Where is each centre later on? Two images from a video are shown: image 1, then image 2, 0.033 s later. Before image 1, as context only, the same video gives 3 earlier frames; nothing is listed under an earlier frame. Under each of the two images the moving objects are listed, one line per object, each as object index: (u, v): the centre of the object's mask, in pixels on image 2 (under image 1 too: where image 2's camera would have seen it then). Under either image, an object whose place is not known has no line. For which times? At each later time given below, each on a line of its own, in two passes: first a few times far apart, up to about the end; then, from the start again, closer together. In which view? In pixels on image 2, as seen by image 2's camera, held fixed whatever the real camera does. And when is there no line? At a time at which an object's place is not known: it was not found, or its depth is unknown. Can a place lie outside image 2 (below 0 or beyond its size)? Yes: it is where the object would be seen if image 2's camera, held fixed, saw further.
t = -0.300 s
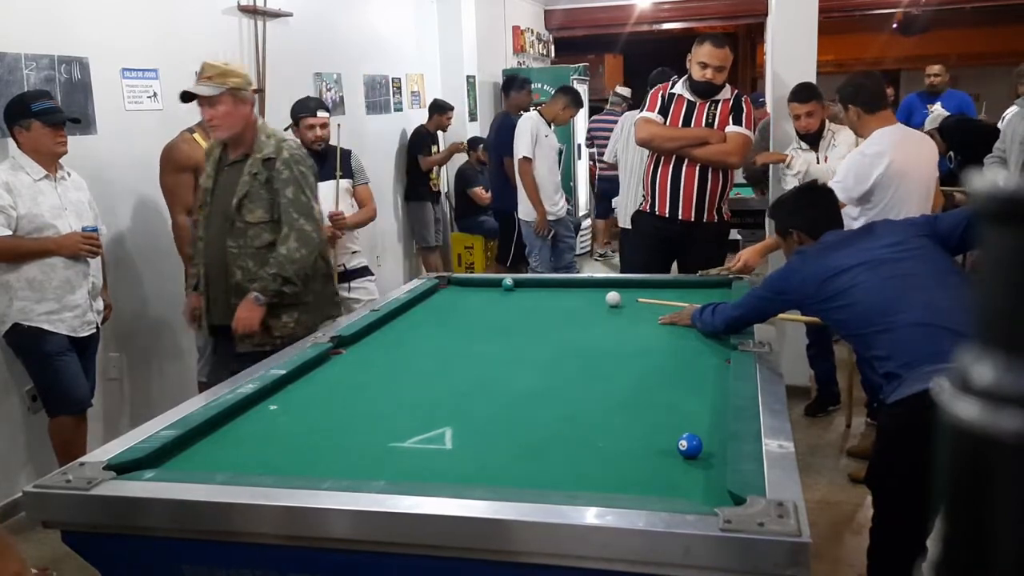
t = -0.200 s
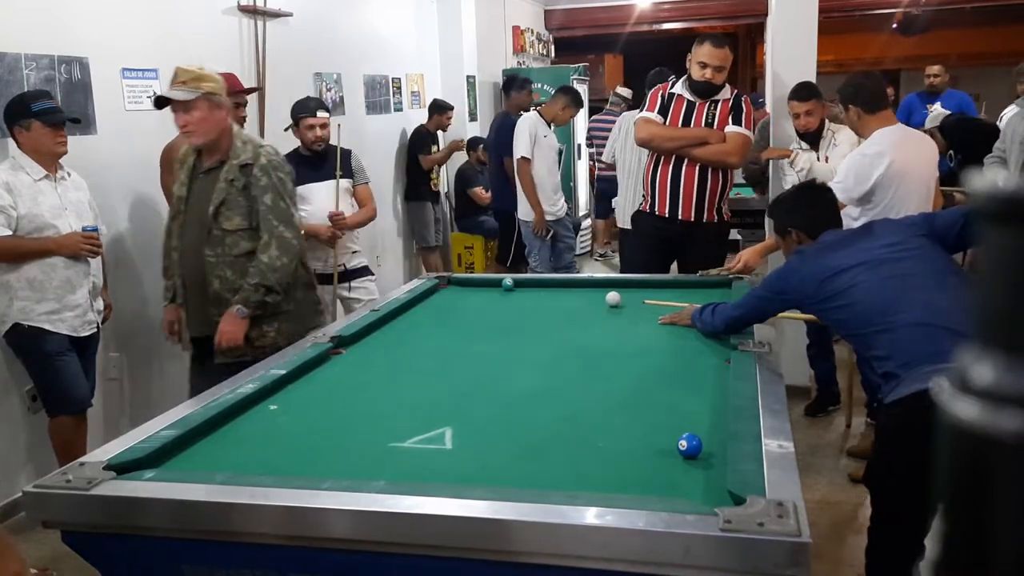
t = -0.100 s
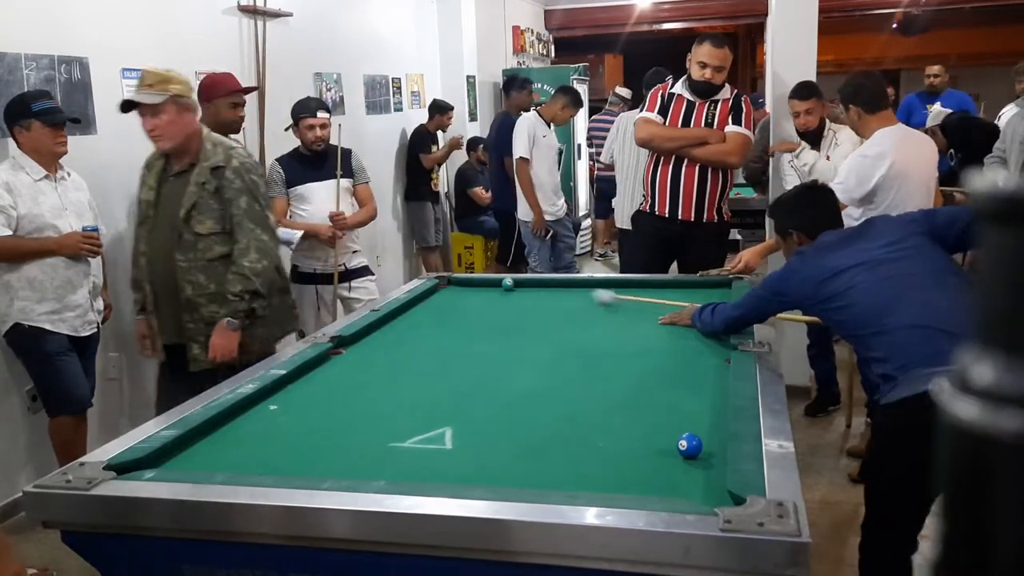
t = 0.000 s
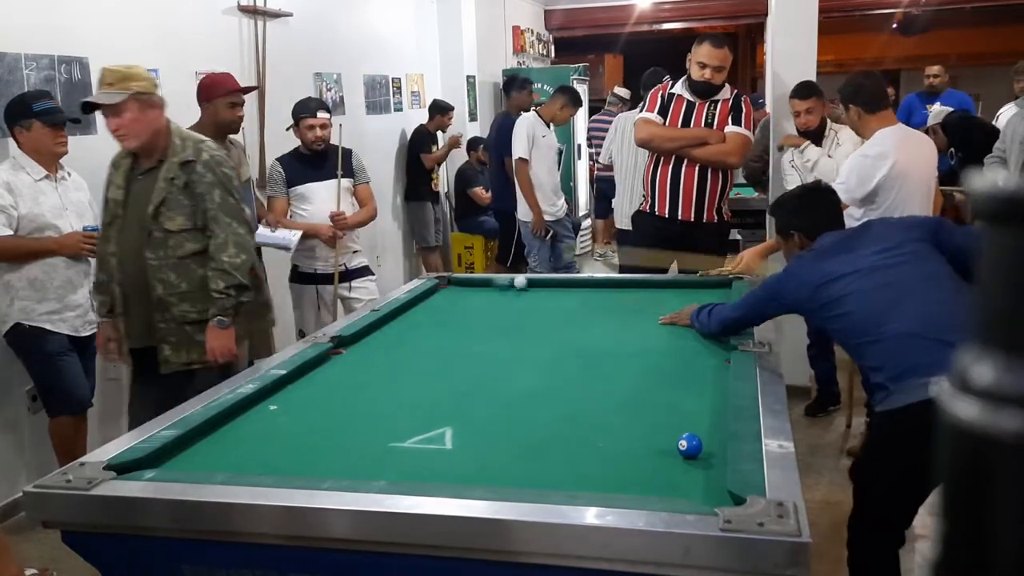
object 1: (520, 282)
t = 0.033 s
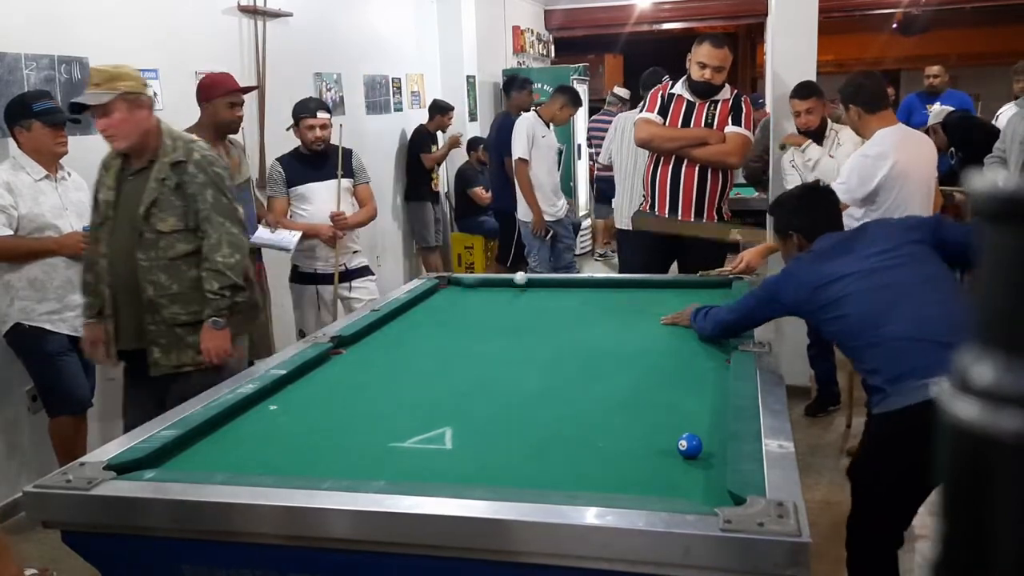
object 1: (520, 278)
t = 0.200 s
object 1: (516, 293)
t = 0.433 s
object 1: (501, 309)
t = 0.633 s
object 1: (484, 321)
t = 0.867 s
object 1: (468, 340)
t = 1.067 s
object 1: (453, 359)
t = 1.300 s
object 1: (433, 385)
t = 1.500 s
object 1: (412, 411)
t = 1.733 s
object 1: (382, 447)
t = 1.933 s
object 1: (365, 469)
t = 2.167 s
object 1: (400, 448)
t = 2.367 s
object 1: (426, 430)
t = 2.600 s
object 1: (452, 413)
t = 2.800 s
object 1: (470, 400)
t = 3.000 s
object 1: (486, 388)
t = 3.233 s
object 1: (502, 377)
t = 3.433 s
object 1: (515, 367)
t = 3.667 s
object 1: (527, 358)
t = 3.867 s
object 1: (536, 352)
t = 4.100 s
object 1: (545, 344)
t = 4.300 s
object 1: (551, 339)
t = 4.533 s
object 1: (557, 333)
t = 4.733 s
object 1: (561, 329)
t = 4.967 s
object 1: (565, 325)
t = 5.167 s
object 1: (568, 322)
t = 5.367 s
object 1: (570, 319)
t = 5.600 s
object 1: (573, 316)
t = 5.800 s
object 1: (574, 314)
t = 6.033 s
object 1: (576, 312)
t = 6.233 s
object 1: (576, 311)
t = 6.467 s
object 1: (578, 310)
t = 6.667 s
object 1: (578, 309)
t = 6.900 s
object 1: (579, 309)
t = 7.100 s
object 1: (579, 309)
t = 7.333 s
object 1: (579, 309)
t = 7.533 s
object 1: (579, 309)
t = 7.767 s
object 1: (579, 309)
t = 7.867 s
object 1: (577, 307)
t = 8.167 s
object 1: (581, 308)
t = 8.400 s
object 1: (579, 309)
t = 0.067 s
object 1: (519, 278)
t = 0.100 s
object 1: (518, 280)
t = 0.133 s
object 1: (518, 284)
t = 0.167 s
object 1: (517, 291)
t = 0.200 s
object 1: (516, 293)
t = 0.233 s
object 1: (515, 296)
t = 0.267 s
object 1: (513, 299)
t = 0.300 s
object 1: (511, 301)
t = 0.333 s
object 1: (509, 303)
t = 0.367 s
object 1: (506, 305)
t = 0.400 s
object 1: (504, 307)
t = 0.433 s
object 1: (501, 309)
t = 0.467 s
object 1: (498, 311)
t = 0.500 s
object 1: (495, 313)
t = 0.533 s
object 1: (493, 315)
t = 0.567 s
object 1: (490, 317)
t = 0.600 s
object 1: (487, 319)
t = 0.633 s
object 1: (484, 321)
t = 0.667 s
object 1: (482, 323)
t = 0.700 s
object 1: (480, 326)
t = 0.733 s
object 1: (477, 328)
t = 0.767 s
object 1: (475, 331)
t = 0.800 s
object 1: (473, 334)
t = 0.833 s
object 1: (471, 337)
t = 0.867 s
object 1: (468, 340)
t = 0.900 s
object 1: (466, 343)
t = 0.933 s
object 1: (464, 346)
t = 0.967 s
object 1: (461, 349)
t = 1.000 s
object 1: (459, 352)
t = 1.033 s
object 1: (456, 355)
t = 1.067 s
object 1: (453, 359)
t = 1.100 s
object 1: (450, 363)
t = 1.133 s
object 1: (448, 366)
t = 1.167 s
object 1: (445, 370)
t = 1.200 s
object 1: (441, 373)
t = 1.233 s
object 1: (439, 377)
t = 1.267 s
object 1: (436, 381)
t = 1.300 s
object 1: (433, 385)
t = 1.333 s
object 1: (429, 389)
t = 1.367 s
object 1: (426, 393)
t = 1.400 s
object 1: (422, 398)
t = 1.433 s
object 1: (419, 402)
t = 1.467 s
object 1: (415, 406)
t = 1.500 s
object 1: (412, 411)
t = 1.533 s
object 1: (408, 416)
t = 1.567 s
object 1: (404, 421)
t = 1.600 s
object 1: (400, 426)
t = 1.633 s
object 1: (396, 431)
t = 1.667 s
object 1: (391, 435)
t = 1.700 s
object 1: (387, 442)
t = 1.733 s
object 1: (382, 447)
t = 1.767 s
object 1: (377, 453)
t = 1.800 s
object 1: (373, 459)
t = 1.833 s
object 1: (368, 464)
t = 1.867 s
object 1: (362, 468)
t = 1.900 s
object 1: (359, 471)
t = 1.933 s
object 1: (365, 469)
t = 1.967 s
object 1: (371, 466)
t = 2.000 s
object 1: (377, 464)
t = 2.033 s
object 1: (382, 461)
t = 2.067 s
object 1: (387, 458)
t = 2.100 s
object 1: (392, 454)
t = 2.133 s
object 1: (397, 451)
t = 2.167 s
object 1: (400, 448)
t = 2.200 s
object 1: (405, 445)
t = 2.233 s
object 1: (410, 442)
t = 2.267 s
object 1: (414, 439)
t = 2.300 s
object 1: (418, 436)
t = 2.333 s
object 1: (422, 433)
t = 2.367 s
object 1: (426, 430)
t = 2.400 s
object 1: (430, 427)
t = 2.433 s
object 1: (434, 425)
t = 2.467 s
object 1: (438, 423)
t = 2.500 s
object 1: (442, 420)
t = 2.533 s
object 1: (445, 418)
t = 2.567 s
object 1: (449, 415)
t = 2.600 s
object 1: (452, 413)
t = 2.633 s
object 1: (455, 411)
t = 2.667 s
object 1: (458, 409)
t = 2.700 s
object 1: (461, 407)
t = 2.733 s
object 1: (464, 404)
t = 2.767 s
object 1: (467, 402)
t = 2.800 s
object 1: (470, 400)
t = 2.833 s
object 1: (473, 398)
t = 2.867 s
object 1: (476, 396)
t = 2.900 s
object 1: (479, 394)
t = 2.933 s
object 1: (481, 392)
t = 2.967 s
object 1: (484, 390)
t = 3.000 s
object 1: (486, 388)
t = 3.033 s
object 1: (489, 387)
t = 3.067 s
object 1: (491, 385)
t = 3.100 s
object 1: (494, 383)
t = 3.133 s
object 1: (496, 381)
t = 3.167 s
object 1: (498, 380)
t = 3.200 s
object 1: (500, 378)
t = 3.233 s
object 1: (502, 377)
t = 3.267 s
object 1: (505, 375)
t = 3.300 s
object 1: (507, 373)
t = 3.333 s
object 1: (509, 372)
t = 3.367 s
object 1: (511, 371)
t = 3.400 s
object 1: (513, 369)
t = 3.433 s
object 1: (515, 367)
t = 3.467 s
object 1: (517, 366)
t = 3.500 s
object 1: (518, 365)
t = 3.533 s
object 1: (520, 364)
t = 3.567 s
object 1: (522, 362)
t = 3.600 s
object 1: (524, 361)
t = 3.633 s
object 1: (525, 360)
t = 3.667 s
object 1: (527, 358)
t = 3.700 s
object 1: (528, 357)
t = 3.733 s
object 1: (530, 356)
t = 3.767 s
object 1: (531, 355)
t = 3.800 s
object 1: (533, 354)
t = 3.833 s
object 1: (534, 353)
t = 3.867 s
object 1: (536, 352)
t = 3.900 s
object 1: (538, 350)
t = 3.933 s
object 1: (539, 349)
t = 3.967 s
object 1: (540, 348)
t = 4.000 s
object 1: (541, 348)
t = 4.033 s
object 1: (542, 346)
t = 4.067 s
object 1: (544, 345)
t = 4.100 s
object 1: (545, 344)
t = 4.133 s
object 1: (546, 343)
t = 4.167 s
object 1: (547, 342)
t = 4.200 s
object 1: (548, 341)
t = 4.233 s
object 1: (549, 341)
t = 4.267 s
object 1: (550, 340)
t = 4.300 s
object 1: (551, 339)
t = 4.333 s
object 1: (552, 338)
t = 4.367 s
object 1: (553, 337)
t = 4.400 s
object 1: (553, 336)
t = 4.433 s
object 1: (554, 335)
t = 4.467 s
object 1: (555, 335)
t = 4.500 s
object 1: (556, 334)
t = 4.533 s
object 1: (557, 333)
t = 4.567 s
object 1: (557, 333)
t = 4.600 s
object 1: (558, 332)
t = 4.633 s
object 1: (558, 331)
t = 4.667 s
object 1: (559, 331)
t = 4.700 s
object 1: (560, 330)
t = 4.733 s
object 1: (561, 329)
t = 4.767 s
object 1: (561, 329)
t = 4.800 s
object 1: (562, 328)
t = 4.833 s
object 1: (562, 327)
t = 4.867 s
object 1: (563, 327)
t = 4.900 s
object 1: (564, 326)
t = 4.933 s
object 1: (565, 325)
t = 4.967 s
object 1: (565, 325)
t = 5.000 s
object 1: (566, 324)
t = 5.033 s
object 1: (566, 324)
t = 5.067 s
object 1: (567, 323)
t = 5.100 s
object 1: (567, 323)
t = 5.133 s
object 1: (568, 322)
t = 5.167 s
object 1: (568, 322)
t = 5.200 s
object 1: (568, 321)
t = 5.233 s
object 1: (569, 321)
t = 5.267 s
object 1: (569, 320)
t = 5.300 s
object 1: (569, 320)
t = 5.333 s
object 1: (570, 319)
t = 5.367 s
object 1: (570, 319)
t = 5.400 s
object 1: (570, 318)
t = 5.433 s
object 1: (571, 318)
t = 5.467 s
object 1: (571, 318)
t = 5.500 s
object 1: (571, 317)
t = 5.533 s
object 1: (572, 317)
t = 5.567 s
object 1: (573, 317)
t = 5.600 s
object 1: (573, 316)
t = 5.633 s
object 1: (573, 316)
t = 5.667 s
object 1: (573, 316)
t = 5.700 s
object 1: (574, 315)
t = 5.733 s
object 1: (574, 315)
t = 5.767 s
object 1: (574, 315)
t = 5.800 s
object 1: (574, 314)
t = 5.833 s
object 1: (574, 314)
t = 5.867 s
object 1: (574, 314)
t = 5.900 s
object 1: (575, 313)
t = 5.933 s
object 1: (575, 313)
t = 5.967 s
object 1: (575, 313)
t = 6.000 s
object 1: (575, 312)
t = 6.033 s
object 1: (576, 312)
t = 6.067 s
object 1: (576, 312)
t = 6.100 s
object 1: (576, 312)
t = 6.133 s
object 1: (576, 312)
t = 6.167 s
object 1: (576, 311)
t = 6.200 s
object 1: (576, 311)
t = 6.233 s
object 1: (576, 311)
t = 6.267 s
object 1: (577, 311)
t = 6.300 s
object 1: (577, 311)
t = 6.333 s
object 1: (577, 310)
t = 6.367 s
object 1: (577, 310)
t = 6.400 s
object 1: (577, 310)
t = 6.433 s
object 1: (577, 310)
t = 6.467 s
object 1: (578, 310)
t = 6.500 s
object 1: (578, 310)
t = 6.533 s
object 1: (578, 310)
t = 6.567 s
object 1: (578, 309)
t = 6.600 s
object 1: (578, 309)
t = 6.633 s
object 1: (578, 309)
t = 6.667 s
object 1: (578, 309)
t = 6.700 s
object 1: (579, 309)
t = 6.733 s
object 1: (579, 309)
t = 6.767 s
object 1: (579, 309)
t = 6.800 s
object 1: (579, 309)
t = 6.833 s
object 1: (579, 309)
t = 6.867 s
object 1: (579, 309)
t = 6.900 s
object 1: (579, 309)
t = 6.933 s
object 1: (579, 309)
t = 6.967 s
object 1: (579, 309)
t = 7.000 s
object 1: (579, 309)
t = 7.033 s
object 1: (579, 309)
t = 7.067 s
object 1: (579, 309)
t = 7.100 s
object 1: (579, 309)
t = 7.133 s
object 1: (579, 309)
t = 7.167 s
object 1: (579, 309)
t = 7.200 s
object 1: (579, 309)
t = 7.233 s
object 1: (579, 309)
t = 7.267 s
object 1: (579, 309)
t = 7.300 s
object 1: (579, 309)
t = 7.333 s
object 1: (579, 309)
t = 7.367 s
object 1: (579, 309)
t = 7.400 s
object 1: (579, 309)
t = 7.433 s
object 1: (579, 309)
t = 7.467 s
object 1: (579, 309)
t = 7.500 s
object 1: (579, 309)
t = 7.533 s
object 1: (579, 309)
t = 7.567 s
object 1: (579, 309)
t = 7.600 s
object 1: (579, 309)
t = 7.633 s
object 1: (579, 309)
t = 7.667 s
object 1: (577, 308)
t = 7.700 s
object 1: (579, 309)
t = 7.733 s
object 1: (579, 309)
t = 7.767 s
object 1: (579, 309)
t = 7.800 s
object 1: (579, 309)
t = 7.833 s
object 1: (579, 309)
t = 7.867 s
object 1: (577, 307)
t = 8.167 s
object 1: (581, 308)
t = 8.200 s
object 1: (579, 309)
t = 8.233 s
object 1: (579, 309)
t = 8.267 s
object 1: (579, 309)
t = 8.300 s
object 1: (579, 309)
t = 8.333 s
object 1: (579, 309)
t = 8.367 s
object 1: (579, 309)
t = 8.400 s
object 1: (579, 309)
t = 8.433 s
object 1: (579, 309)
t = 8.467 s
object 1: (579, 309)
